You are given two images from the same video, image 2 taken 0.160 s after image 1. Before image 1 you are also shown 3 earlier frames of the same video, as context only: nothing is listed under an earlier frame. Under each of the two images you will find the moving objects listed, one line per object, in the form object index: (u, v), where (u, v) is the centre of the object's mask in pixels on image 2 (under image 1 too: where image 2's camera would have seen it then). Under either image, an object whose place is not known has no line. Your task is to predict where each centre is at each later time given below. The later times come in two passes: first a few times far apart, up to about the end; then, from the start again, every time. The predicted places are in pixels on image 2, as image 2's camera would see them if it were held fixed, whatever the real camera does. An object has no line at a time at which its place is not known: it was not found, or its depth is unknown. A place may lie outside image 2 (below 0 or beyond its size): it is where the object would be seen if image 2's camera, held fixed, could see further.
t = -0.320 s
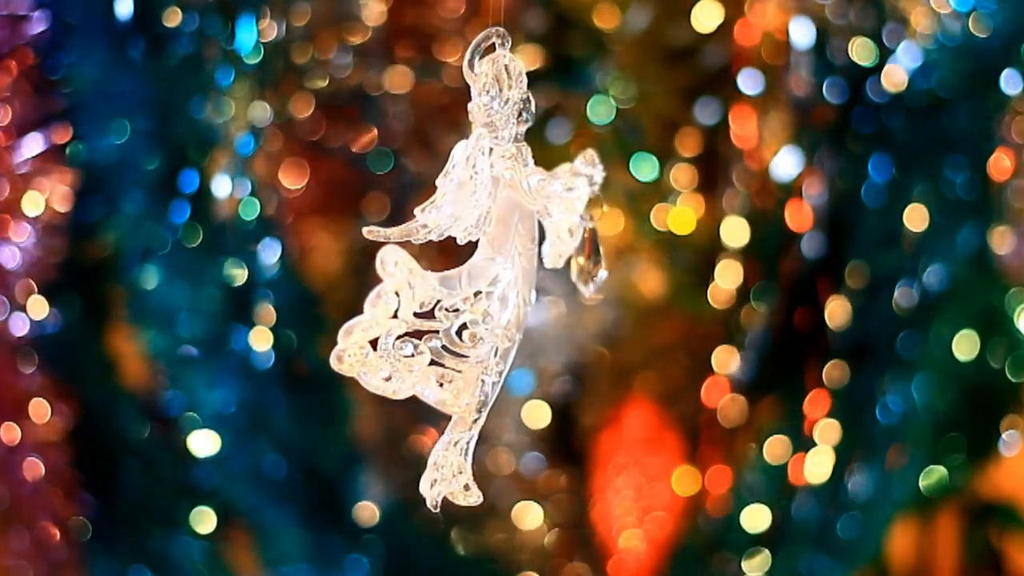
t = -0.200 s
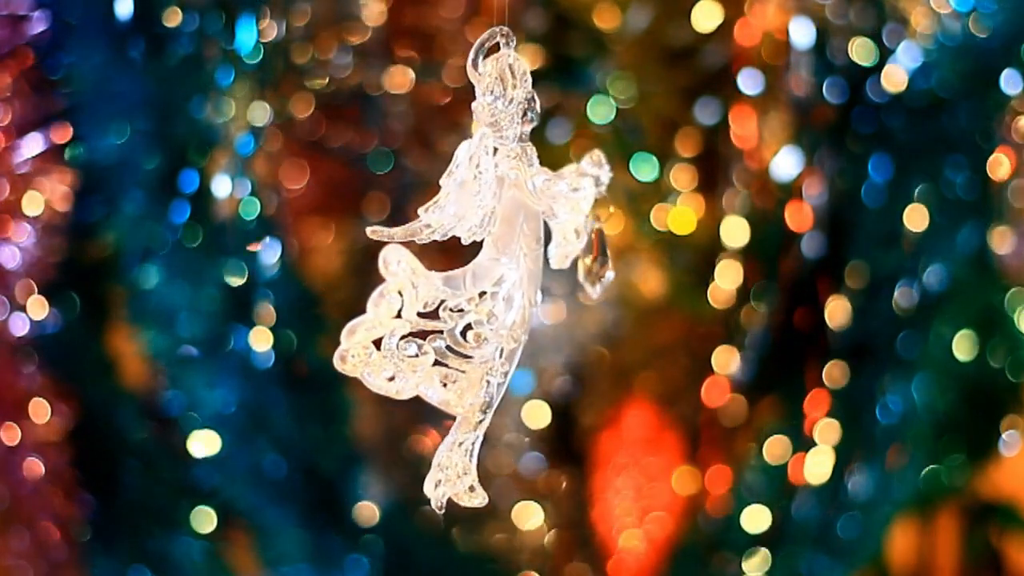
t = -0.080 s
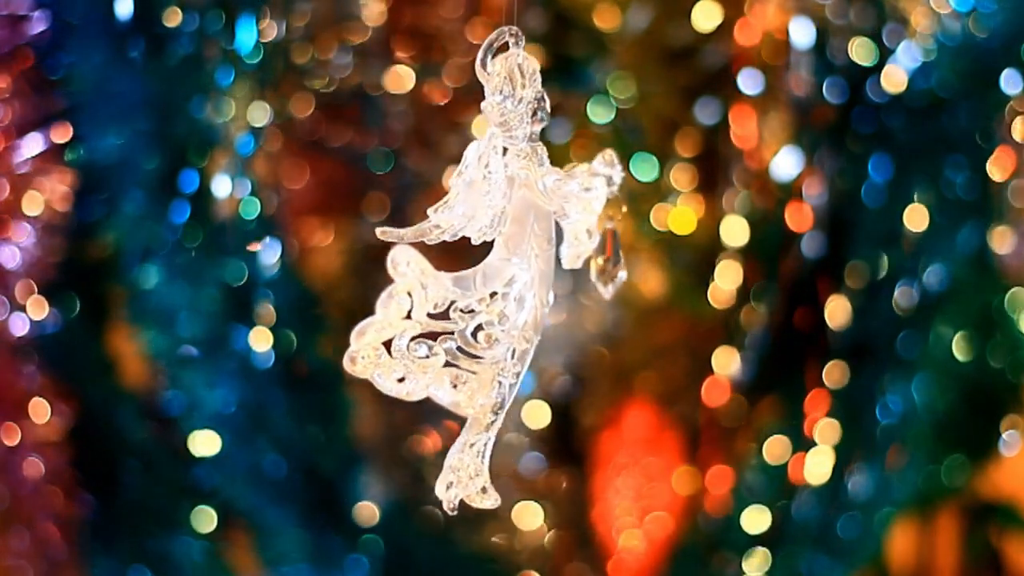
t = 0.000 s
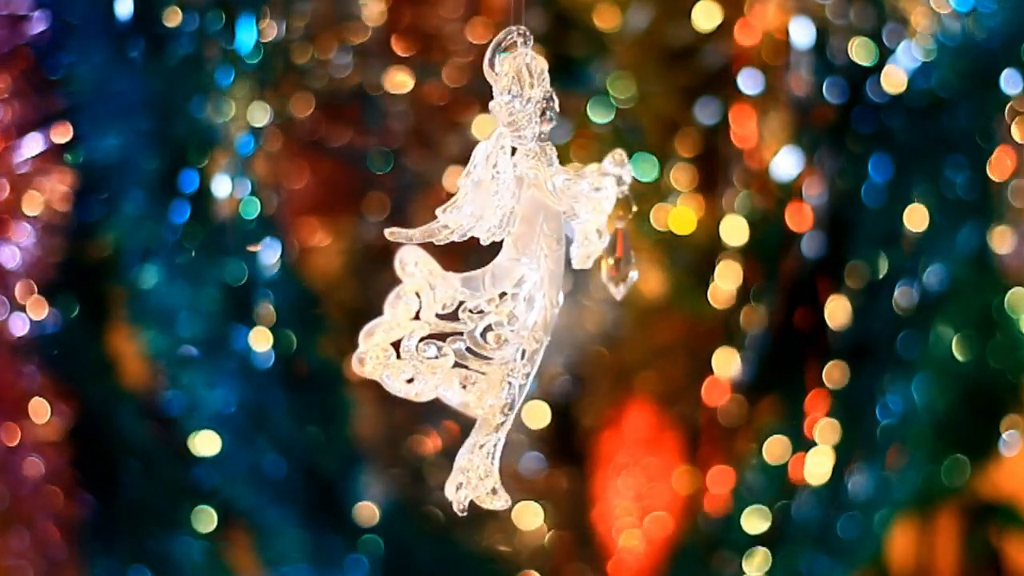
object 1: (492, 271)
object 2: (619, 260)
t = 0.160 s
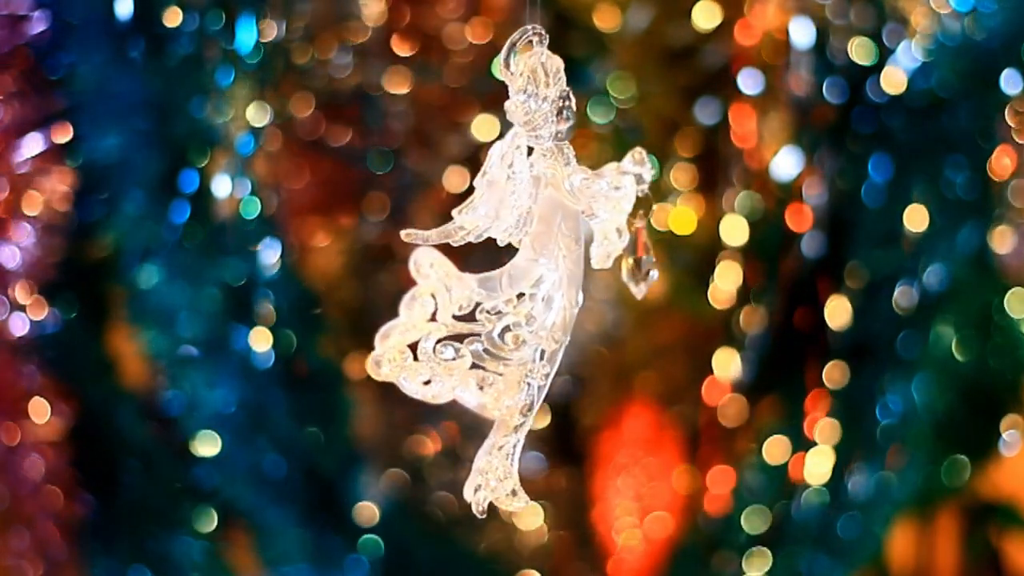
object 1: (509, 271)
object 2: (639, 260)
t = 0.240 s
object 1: (515, 271)
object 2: (647, 259)
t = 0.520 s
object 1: (511, 271)
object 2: (648, 260)
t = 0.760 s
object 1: (488, 270)
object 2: (631, 260)
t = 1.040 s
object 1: (475, 269)
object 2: (621, 260)
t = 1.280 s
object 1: (480, 269)
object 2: (627, 259)
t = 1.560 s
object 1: (484, 269)
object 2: (639, 258)
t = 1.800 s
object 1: (490, 269)
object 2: (651, 260)
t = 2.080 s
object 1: (505, 269)
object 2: (672, 262)
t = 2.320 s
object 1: (514, 269)
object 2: (683, 259)
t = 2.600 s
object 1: (495, 268)
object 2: (667, 260)
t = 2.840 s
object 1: (471, 266)
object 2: (645, 261)
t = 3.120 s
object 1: (469, 265)
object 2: (644, 261)
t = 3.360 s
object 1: (496, 266)
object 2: (668, 260)
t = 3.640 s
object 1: (514, 266)
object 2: (689, 259)
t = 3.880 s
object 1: (505, 266)
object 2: (689, 260)
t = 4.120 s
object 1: (505, 265)
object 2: (683, 262)
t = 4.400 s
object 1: (500, 265)
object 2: (675, 260)
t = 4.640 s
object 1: (485, 264)
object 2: (664, 260)
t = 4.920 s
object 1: (479, 263)
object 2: (652, 260)
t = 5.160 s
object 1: (488, 263)
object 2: (663, 262)
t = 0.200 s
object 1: (513, 271)
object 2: (644, 258)
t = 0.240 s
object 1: (515, 271)
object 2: (647, 259)
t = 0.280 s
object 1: (517, 271)
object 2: (649, 260)
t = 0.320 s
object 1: (518, 272)
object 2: (651, 259)
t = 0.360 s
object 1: (519, 272)
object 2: (652, 259)
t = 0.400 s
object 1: (517, 272)
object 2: (652, 259)
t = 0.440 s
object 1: (515, 271)
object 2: (651, 259)
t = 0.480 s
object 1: (513, 271)
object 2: (650, 260)
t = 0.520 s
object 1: (511, 271)
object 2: (648, 260)
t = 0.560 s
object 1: (507, 271)
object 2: (646, 260)
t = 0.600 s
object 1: (504, 270)
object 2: (643, 260)
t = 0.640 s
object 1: (500, 270)
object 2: (639, 260)
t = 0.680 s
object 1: (496, 270)
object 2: (636, 260)
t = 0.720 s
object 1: (492, 270)
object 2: (633, 261)
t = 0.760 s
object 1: (488, 270)
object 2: (631, 260)
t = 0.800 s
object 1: (485, 270)
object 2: (628, 261)
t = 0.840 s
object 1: (482, 270)
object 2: (625, 262)
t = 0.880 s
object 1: (479, 270)
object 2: (623, 260)
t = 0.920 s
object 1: (477, 269)
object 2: (622, 259)
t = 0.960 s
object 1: (476, 269)
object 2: (621, 259)
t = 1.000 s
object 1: (475, 269)
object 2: (621, 260)
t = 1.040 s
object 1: (475, 269)
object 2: (621, 260)
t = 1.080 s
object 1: (476, 269)
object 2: (621, 259)
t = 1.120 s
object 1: (476, 269)
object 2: (622, 259)
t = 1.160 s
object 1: (477, 269)
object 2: (623, 259)
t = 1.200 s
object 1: (478, 269)
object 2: (624, 259)
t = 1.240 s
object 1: (479, 269)
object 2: (626, 259)
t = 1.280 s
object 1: (480, 269)
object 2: (627, 259)
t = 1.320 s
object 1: (481, 269)
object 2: (629, 259)
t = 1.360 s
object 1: (482, 269)
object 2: (630, 259)
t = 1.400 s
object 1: (482, 269)
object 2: (632, 259)
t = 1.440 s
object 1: (483, 269)
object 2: (634, 258)
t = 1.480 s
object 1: (483, 269)
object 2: (635, 257)
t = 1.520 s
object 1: (484, 269)
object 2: (637, 257)
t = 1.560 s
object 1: (484, 269)
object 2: (639, 258)
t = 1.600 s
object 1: (485, 269)
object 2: (641, 258)
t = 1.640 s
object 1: (486, 269)
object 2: (642, 258)
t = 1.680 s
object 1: (486, 269)
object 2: (644, 258)
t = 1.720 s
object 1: (487, 269)
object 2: (646, 259)
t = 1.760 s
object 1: (488, 269)
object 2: (648, 259)
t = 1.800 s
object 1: (490, 269)
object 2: (651, 260)
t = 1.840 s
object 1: (491, 269)
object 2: (654, 260)
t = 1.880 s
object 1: (493, 269)
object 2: (656, 259)
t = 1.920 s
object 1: (496, 269)
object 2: (659, 261)
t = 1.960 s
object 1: (498, 270)
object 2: (663, 261)
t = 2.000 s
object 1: (499, 269)
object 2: (666, 261)
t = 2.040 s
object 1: (501, 269)
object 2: (670, 261)
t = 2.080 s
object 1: (505, 269)
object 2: (672, 262)
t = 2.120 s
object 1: (508, 269)
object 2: (675, 260)
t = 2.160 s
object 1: (510, 269)
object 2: (678, 261)
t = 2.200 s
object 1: (511, 269)
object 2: (680, 260)
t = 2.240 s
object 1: (513, 269)
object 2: (682, 259)
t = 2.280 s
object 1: (513, 270)
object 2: (683, 259)
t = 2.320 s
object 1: (514, 269)
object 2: (683, 259)
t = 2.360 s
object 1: (513, 270)
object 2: (683, 259)
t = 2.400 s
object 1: (512, 269)
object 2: (682, 259)
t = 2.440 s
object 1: (509, 269)
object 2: (680, 259)
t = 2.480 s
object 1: (507, 269)
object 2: (678, 259)
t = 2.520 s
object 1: (503, 269)
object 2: (675, 259)
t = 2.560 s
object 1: (499, 269)
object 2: (671, 259)
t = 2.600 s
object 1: (495, 268)
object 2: (667, 260)
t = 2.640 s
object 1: (491, 268)
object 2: (663, 260)
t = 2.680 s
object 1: (487, 268)
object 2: (659, 260)
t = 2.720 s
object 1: (482, 267)
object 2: (655, 260)
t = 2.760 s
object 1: (478, 267)
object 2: (651, 260)
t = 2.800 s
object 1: (474, 267)
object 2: (647, 261)
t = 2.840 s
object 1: (471, 266)
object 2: (645, 261)
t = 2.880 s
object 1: (468, 266)
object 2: (642, 261)
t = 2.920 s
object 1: (466, 266)
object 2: (640, 261)
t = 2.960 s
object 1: (465, 266)
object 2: (640, 260)
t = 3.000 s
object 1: (465, 265)
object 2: (640, 260)
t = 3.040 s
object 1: (466, 266)
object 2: (640, 261)
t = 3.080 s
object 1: (467, 265)
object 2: (642, 261)
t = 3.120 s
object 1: (469, 265)
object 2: (644, 261)
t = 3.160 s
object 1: (472, 266)
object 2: (647, 260)
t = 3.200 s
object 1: (475, 266)
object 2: (651, 260)
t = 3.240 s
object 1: (479, 266)
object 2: (655, 259)
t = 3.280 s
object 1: (483, 266)
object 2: (660, 260)
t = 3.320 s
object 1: (487, 266)
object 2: (664, 261)
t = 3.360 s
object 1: (496, 266)
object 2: (668, 260)
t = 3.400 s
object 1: (494, 267)
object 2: (672, 260)
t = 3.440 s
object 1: (498, 267)
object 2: (676, 259)
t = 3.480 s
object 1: (501, 267)
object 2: (680, 259)
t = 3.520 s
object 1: (504, 267)
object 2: (684, 259)
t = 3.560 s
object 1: (512, 266)
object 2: (686, 259)
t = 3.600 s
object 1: (513, 267)
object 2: (688, 259)
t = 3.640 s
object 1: (514, 266)
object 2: (689, 259)
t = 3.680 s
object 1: (515, 266)
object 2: (690, 259)
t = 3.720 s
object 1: (509, 267)
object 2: (691, 259)
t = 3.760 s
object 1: (508, 267)
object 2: (691, 259)
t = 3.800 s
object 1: (508, 267)
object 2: (691, 260)
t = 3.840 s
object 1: (512, 266)
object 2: (690, 260)
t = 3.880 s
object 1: (505, 266)
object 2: (689, 260)
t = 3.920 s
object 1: (510, 266)
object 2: (688, 261)
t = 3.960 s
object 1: (503, 266)
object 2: (687, 261)
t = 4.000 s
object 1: (507, 266)
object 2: (686, 261)
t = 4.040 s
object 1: (506, 266)
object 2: (685, 262)
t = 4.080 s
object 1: (500, 266)
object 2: (684, 262)
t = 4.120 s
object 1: (505, 265)
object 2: (683, 262)
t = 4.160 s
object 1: (498, 266)
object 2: (681, 262)
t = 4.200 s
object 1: (498, 266)
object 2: (681, 261)
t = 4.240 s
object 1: (497, 266)
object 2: (679, 261)
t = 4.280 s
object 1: (502, 265)
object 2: (678, 261)
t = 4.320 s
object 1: (502, 265)
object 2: (677, 261)
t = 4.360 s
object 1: (501, 265)
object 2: (676, 261)
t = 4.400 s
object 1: (500, 265)
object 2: (675, 260)
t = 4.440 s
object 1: (499, 265)
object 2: (674, 260)
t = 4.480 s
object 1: (498, 265)
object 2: (672, 260)
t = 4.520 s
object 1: (490, 265)
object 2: (670, 259)
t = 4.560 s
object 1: (494, 264)
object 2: (668, 259)
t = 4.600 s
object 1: (493, 264)
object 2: (666, 259)
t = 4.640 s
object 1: (485, 264)
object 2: (664, 260)
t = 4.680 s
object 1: (488, 263)
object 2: (662, 260)
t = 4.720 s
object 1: (486, 263)
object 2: (659, 260)
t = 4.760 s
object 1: (478, 264)
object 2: (657, 260)
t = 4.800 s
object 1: (476, 264)
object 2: (656, 261)
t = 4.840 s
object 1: (481, 263)
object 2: (654, 261)
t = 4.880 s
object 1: (480, 263)
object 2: (653, 260)
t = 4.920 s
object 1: (479, 263)
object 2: (652, 260)
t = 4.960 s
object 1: (479, 263)
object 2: (652, 261)
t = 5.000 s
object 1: (479, 263)
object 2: (653, 262)
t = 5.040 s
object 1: (481, 263)
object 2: (655, 263)
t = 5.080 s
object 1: (477, 263)
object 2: (657, 262)
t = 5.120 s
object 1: (479, 264)
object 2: (660, 262)
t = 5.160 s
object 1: (488, 263)
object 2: (663, 262)
